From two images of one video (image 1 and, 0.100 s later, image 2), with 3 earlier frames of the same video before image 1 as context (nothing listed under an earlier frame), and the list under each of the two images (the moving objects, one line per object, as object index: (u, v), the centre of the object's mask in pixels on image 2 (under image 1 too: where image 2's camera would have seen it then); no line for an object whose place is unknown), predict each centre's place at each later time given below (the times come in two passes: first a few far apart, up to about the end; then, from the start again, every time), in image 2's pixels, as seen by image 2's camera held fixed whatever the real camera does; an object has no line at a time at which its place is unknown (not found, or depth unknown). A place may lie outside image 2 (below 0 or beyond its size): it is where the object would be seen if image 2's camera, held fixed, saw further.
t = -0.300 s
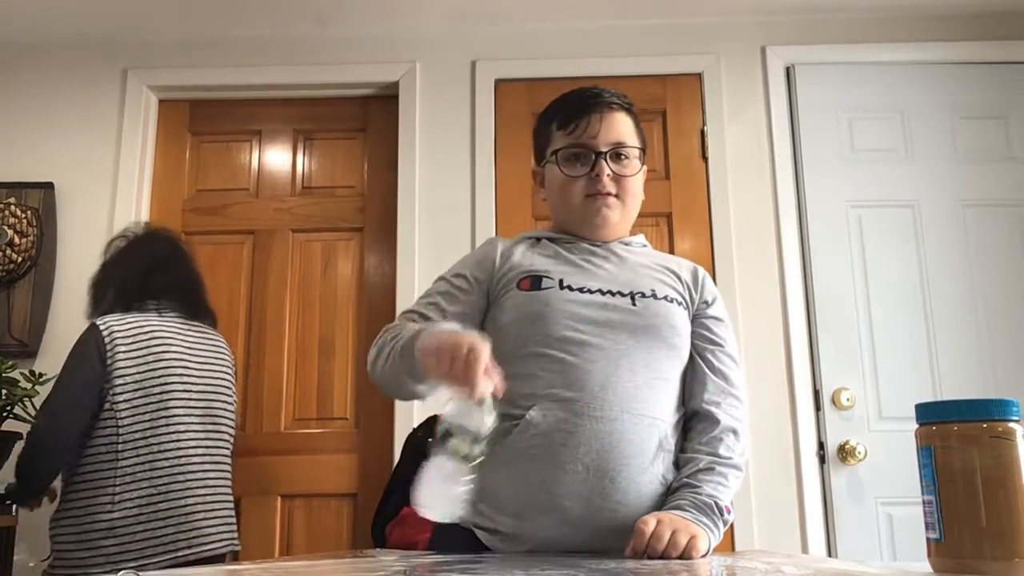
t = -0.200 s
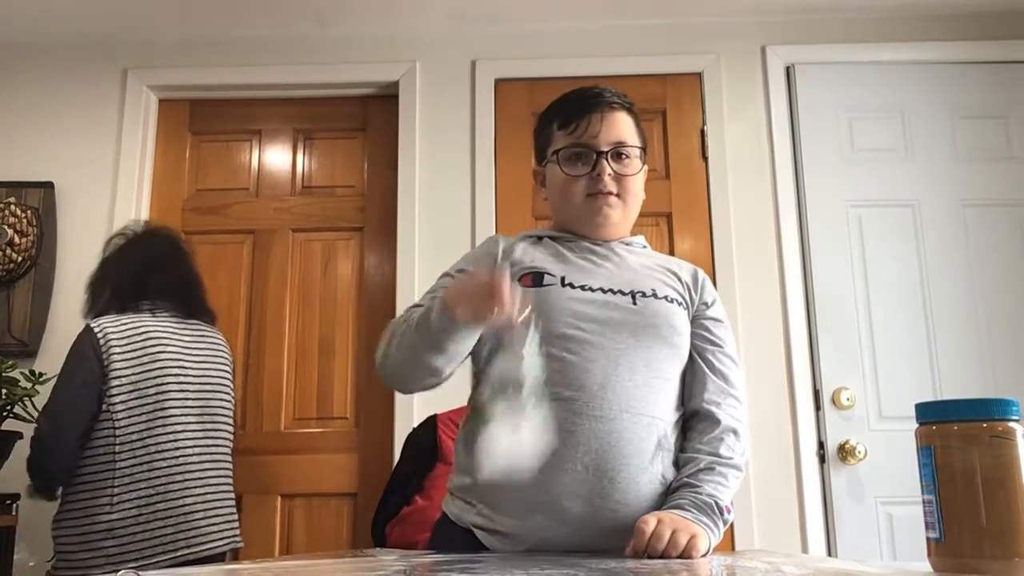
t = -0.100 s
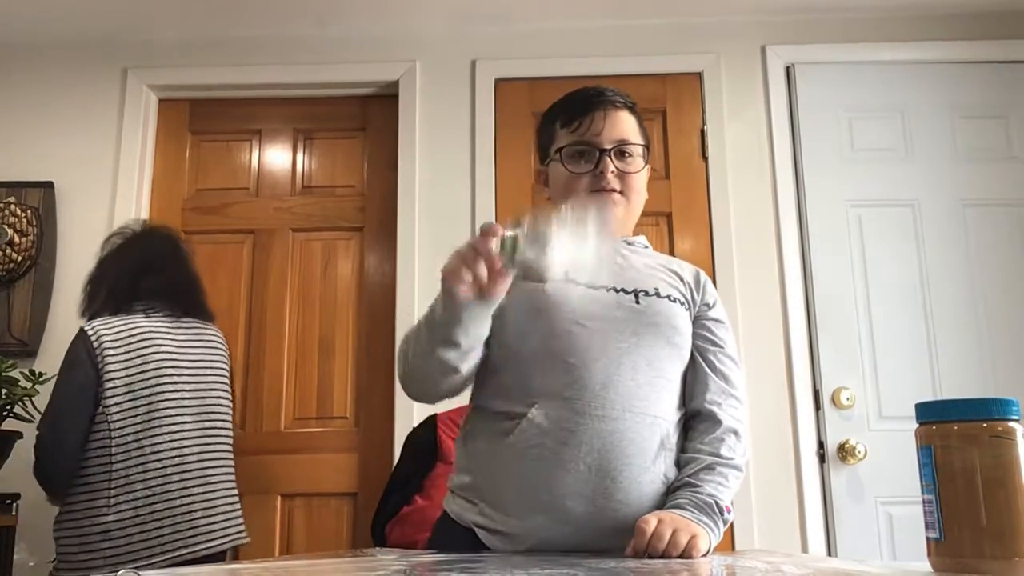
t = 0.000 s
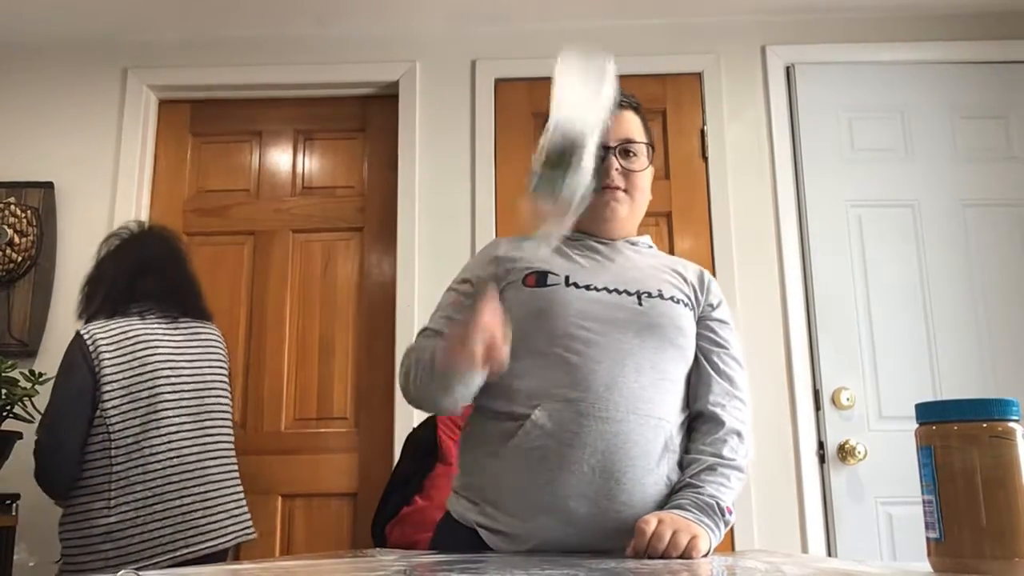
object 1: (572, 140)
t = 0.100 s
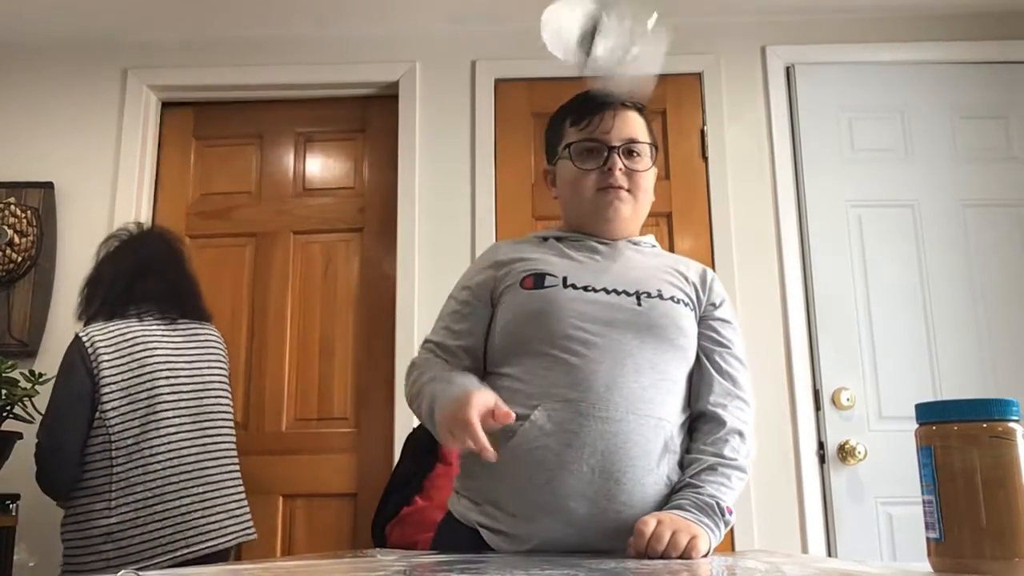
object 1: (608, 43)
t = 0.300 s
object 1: (605, 128)
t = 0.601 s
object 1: (590, 477)
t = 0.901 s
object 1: (595, 478)
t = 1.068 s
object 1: (596, 477)
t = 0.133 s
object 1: (603, 28)
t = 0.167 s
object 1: (589, 34)
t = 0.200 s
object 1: (589, 46)
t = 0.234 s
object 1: (593, 64)
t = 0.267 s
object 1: (600, 90)
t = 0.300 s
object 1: (605, 128)
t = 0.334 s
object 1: (606, 190)
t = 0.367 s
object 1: (603, 280)
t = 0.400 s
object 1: (607, 402)
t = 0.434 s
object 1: (613, 464)
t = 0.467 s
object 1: (607, 475)
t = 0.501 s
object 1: (599, 475)
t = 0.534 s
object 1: (593, 477)
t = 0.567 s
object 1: (591, 477)
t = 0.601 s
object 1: (590, 477)
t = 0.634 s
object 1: (591, 477)
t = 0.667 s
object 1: (594, 477)
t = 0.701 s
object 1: (598, 477)
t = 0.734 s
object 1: (598, 477)
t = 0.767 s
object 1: (595, 478)
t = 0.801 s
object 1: (595, 478)
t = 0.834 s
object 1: (596, 478)
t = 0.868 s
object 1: (596, 478)
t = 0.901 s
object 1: (595, 478)
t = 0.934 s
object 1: (595, 478)
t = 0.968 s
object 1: (596, 478)
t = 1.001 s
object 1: (597, 478)
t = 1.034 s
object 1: (596, 478)
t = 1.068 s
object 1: (596, 477)
